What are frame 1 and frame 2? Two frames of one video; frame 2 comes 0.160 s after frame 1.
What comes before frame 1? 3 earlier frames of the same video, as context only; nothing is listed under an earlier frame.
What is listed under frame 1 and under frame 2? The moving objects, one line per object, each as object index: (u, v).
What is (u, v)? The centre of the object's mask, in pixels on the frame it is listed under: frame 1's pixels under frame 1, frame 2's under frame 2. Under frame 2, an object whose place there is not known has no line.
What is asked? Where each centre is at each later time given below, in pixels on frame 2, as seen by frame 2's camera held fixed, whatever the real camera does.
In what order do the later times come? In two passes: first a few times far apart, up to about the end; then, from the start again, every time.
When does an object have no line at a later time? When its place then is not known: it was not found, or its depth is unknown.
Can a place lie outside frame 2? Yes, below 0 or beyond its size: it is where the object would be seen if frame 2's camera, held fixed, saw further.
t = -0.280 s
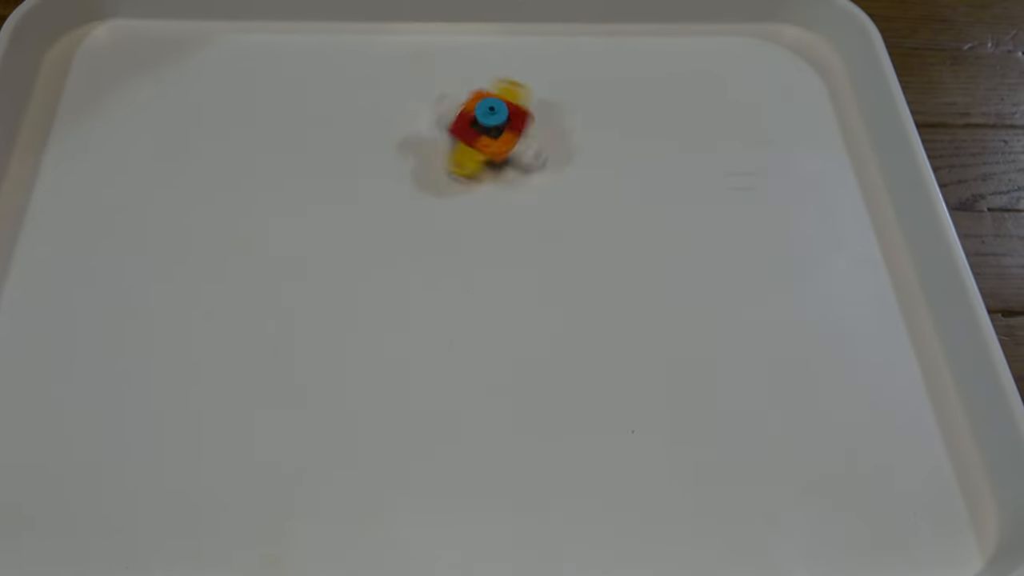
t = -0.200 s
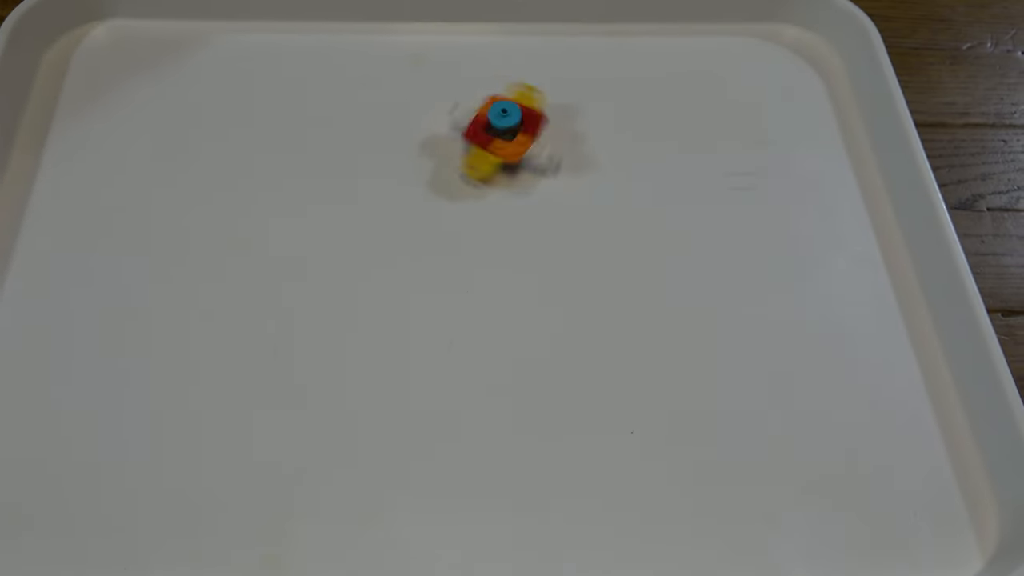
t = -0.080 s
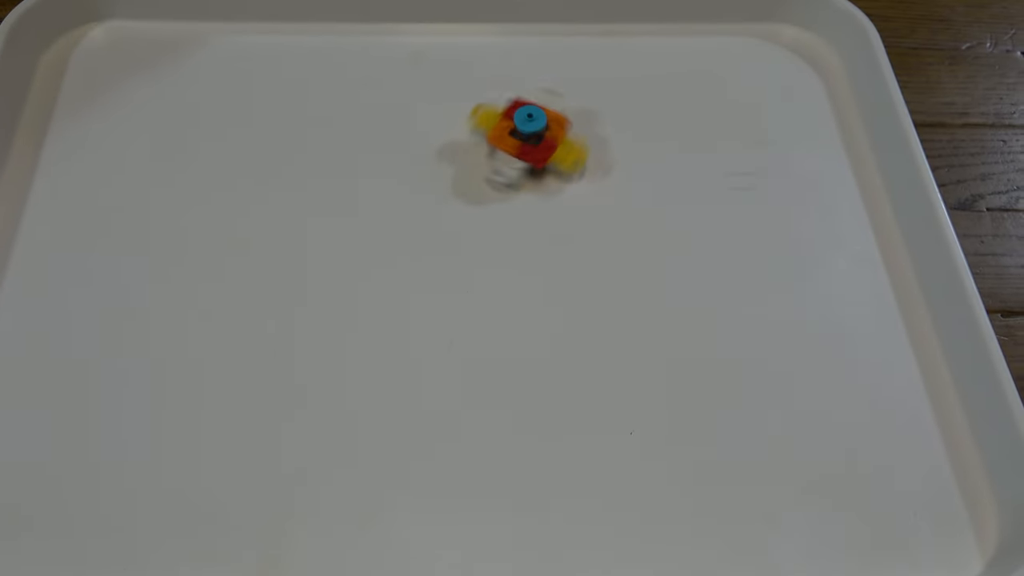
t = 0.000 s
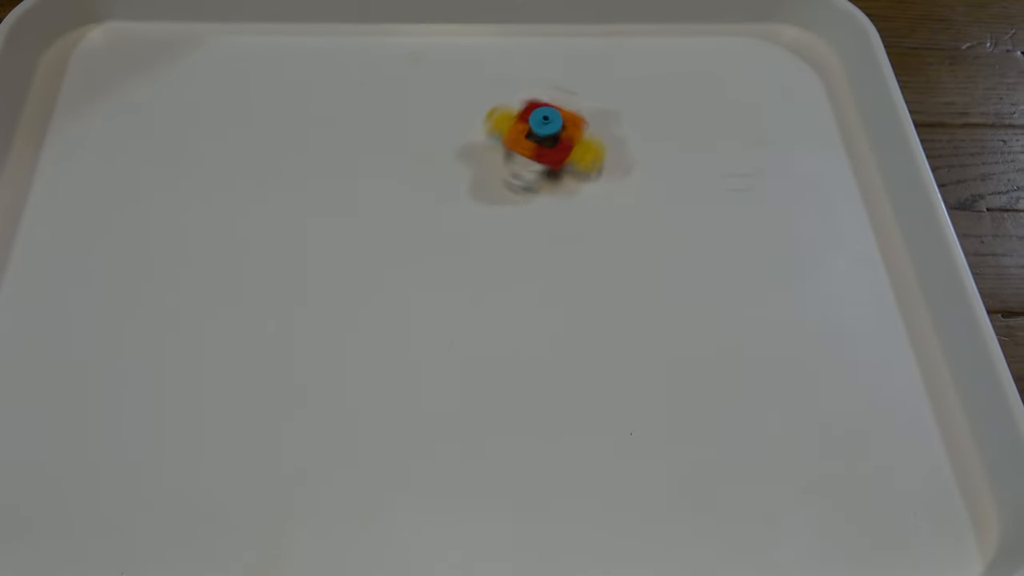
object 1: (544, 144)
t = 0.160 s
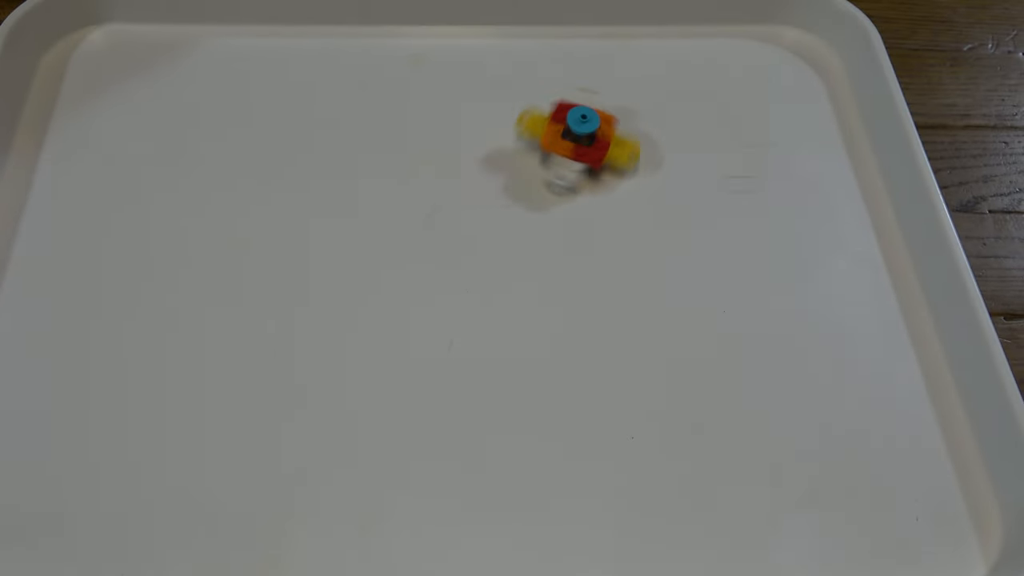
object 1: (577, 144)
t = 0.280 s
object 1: (602, 137)
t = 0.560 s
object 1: (640, 118)
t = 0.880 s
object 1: (660, 89)
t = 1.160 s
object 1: (654, 65)
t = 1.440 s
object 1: (633, 50)
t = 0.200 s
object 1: (585, 139)
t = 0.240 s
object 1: (593, 140)
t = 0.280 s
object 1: (602, 137)
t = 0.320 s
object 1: (607, 135)
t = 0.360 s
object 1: (612, 133)
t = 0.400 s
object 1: (619, 130)
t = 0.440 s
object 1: (624, 127)
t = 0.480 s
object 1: (630, 124)
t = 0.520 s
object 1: (633, 122)
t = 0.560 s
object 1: (640, 118)
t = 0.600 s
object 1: (642, 115)
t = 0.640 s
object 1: (647, 111)
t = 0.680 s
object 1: (649, 109)
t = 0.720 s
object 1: (652, 104)
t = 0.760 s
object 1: (655, 103)
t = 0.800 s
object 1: (657, 96)
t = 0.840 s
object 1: (660, 94)
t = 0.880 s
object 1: (660, 89)
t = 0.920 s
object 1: (661, 87)
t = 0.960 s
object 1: (658, 81)
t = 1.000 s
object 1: (660, 79)
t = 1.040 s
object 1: (658, 75)
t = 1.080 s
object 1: (660, 71)
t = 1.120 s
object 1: (656, 69)
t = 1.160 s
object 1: (654, 65)
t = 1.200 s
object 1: (652, 65)
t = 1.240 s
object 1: (648, 60)
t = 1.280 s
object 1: (645, 57)
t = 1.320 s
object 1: (640, 55)
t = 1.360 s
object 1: (639, 52)
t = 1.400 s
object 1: (635, 51)
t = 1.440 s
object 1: (633, 50)
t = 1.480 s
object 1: (628, 50)
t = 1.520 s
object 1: (625, 51)
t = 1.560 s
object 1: (624, 54)
